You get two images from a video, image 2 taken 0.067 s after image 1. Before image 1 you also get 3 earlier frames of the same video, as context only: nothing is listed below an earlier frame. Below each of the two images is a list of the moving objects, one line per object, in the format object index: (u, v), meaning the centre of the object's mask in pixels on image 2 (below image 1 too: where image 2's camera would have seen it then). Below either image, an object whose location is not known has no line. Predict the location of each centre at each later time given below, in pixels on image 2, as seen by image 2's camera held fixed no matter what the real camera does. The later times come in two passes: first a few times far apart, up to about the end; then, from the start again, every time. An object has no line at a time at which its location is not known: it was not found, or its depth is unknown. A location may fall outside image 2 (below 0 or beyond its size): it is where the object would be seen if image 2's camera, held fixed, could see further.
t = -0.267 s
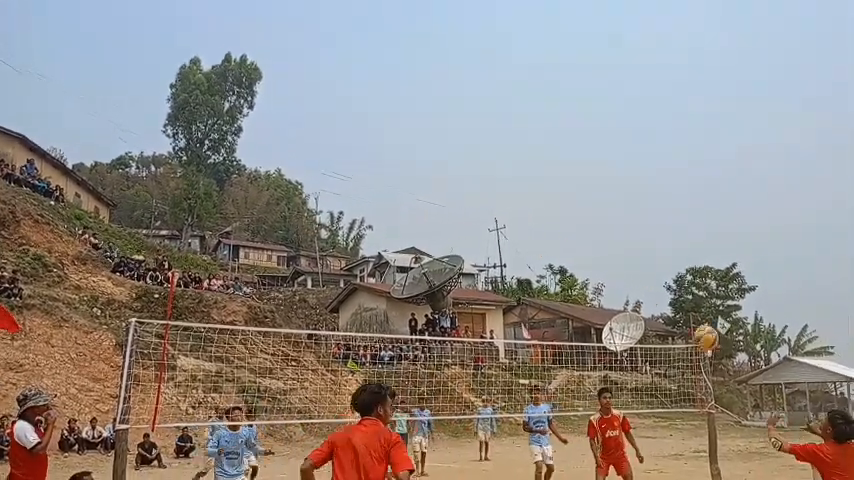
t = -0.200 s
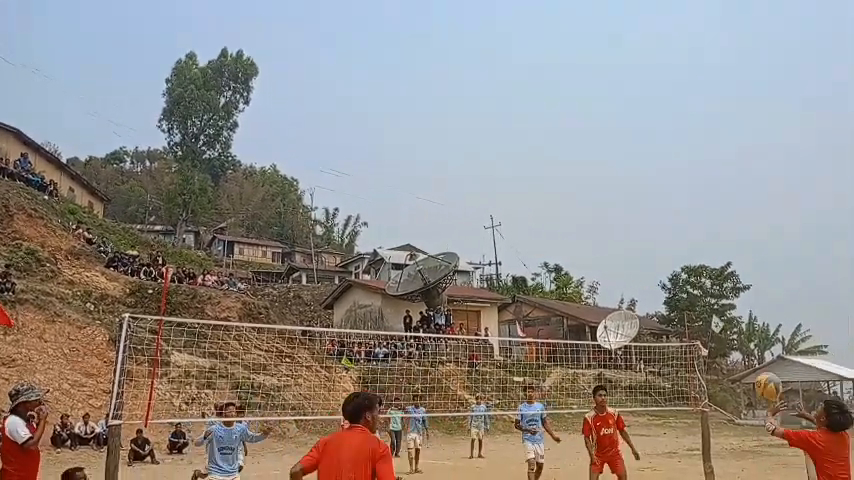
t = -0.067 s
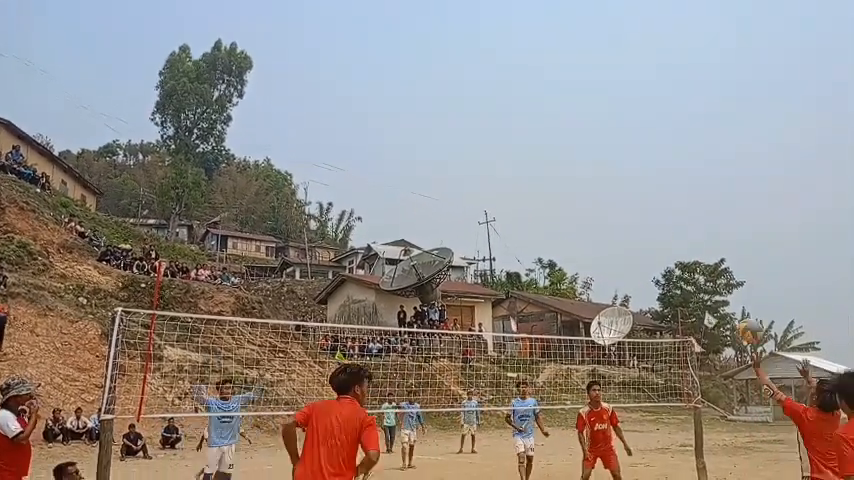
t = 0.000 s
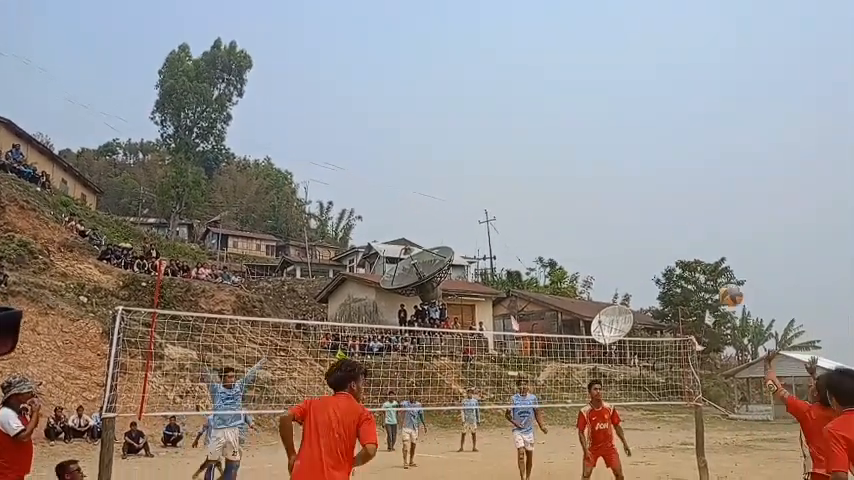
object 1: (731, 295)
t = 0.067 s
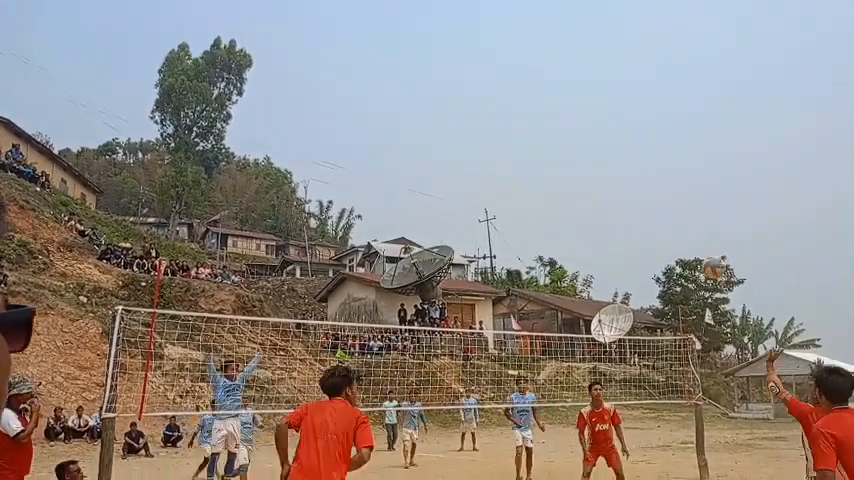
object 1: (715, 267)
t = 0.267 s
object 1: (670, 221)
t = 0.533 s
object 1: (630, 221)
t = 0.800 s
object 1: (603, 276)
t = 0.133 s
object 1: (697, 246)
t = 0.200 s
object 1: (683, 231)
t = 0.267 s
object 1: (670, 221)
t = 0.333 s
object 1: (659, 212)
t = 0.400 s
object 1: (649, 213)
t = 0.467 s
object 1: (639, 216)
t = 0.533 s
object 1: (630, 221)
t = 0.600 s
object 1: (622, 229)
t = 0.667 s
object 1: (615, 243)
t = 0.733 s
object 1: (608, 257)
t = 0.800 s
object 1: (603, 276)
